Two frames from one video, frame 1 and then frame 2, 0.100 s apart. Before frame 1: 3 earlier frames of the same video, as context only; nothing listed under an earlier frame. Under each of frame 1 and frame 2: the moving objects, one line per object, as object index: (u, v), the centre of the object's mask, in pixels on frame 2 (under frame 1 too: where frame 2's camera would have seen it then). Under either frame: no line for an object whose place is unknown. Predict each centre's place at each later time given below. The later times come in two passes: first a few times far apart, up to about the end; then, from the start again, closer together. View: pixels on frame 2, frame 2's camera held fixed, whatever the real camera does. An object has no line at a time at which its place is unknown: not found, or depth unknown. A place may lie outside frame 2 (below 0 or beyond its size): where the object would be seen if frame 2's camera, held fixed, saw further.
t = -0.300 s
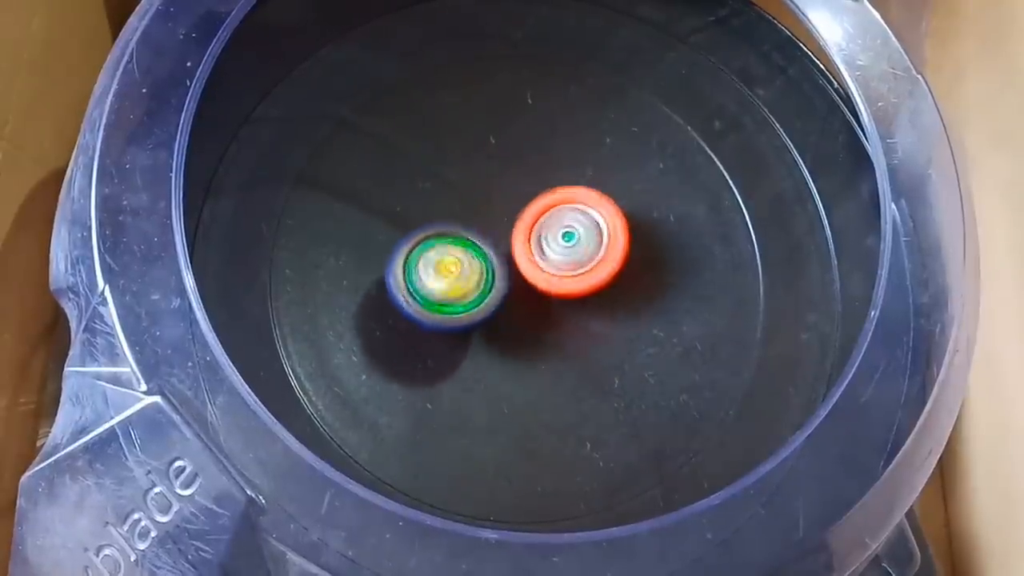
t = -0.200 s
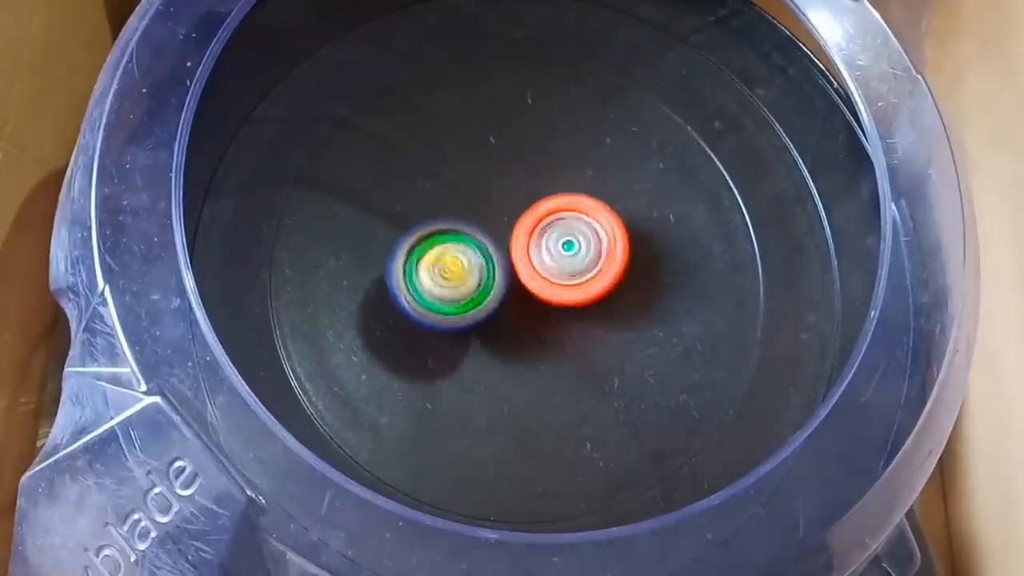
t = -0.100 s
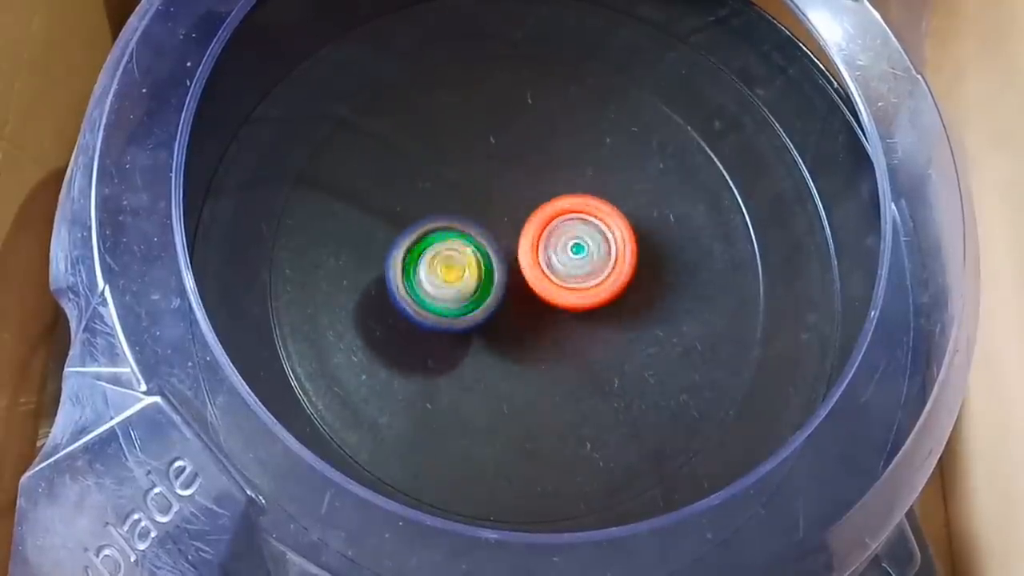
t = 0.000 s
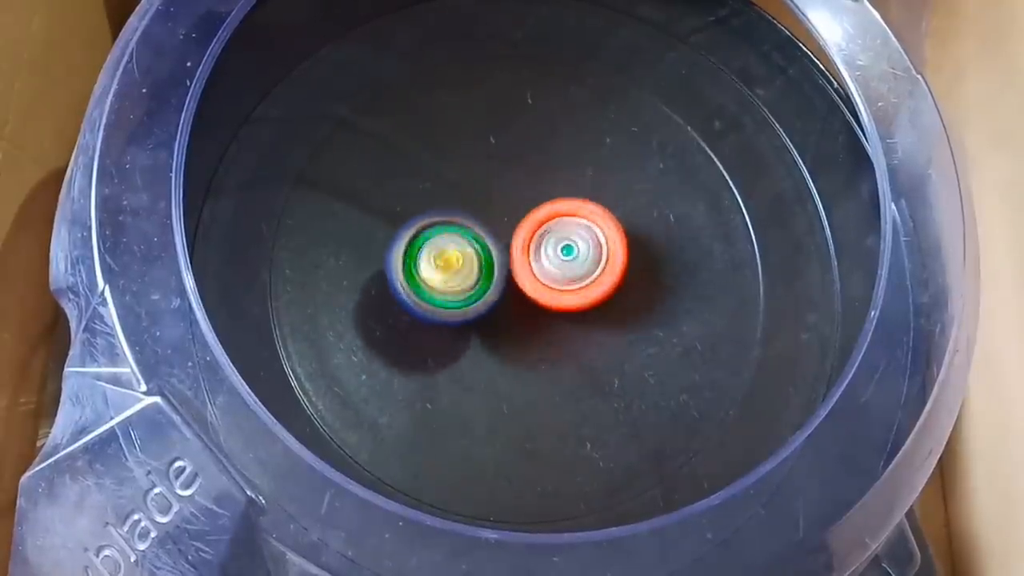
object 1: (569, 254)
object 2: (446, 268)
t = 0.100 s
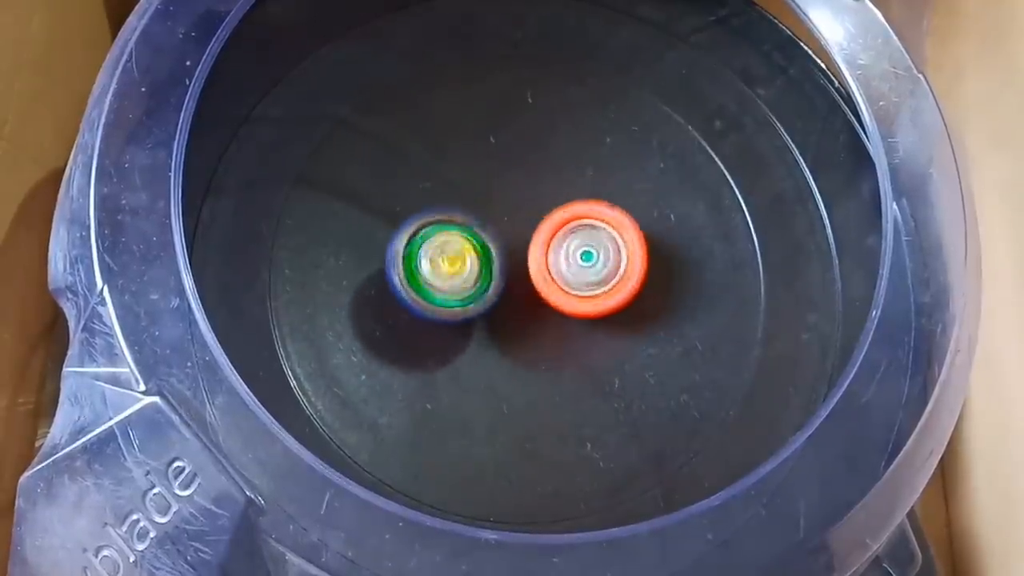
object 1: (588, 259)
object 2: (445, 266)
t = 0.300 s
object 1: (576, 265)
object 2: (445, 257)
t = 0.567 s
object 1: (596, 289)
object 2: (431, 247)
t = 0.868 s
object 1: (561, 282)
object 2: (445, 235)
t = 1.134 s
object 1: (582, 296)
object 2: (447, 206)
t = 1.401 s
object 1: (572, 278)
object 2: (472, 195)
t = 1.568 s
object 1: (565, 278)
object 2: (477, 196)
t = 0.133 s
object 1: (585, 259)
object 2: (446, 263)
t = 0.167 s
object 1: (584, 258)
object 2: (444, 261)
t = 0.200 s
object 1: (581, 258)
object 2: (446, 262)
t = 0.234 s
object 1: (578, 261)
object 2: (448, 259)
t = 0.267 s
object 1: (574, 261)
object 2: (449, 258)
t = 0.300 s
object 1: (576, 265)
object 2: (445, 257)
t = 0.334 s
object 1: (576, 270)
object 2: (444, 257)
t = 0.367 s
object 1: (570, 272)
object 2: (447, 255)
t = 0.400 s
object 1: (571, 271)
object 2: (445, 252)
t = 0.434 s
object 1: (572, 274)
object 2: (444, 253)
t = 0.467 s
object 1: (570, 276)
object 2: (449, 252)
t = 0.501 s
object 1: (585, 283)
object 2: (437, 249)
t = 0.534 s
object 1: (596, 287)
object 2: (431, 248)
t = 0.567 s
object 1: (596, 289)
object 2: (431, 247)
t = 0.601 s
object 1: (596, 287)
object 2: (432, 244)
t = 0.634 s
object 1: (595, 286)
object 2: (433, 241)
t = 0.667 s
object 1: (594, 286)
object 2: (433, 240)
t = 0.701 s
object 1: (590, 287)
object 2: (435, 238)
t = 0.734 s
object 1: (586, 287)
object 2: (436, 236)
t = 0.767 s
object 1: (582, 286)
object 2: (438, 236)
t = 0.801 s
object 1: (576, 286)
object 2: (439, 235)
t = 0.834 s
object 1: (568, 284)
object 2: (443, 235)
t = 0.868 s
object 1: (561, 282)
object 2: (445, 235)
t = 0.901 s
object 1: (563, 286)
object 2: (443, 229)
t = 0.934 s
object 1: (565, 291)
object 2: (444, 225)
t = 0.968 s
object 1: (561, 292)
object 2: (446, 224)
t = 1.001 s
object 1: (556, 288)
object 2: (450, 221)
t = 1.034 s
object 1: (558, 284)
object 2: (452, 218)
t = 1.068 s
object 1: (573, 290)
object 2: (447, 213)
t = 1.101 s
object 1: (581, 295)
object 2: (447, 207)
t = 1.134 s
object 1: (582, 296)
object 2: (447, 206)
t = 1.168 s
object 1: (581, 293)
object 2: (450, 206)
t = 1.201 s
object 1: (579, 290)
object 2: (456, 204)
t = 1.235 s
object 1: (581, 287)
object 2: (458, 201)
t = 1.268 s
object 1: (582, 287)
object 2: (460, 200)
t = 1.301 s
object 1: (579, 285)
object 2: (463, 197)
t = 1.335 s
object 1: (578, 283)
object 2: (466, 197)
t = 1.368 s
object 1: (574, 282)
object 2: (470, 196)
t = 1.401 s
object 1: (572, 278)
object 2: (472, 195)
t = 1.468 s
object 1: (571, 277)
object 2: (476, 195)
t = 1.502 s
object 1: (569, 275)
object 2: (477, 194)
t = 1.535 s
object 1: (570, 279)
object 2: (476, 194)
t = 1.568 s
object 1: (565, 278)
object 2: (477, 196)
